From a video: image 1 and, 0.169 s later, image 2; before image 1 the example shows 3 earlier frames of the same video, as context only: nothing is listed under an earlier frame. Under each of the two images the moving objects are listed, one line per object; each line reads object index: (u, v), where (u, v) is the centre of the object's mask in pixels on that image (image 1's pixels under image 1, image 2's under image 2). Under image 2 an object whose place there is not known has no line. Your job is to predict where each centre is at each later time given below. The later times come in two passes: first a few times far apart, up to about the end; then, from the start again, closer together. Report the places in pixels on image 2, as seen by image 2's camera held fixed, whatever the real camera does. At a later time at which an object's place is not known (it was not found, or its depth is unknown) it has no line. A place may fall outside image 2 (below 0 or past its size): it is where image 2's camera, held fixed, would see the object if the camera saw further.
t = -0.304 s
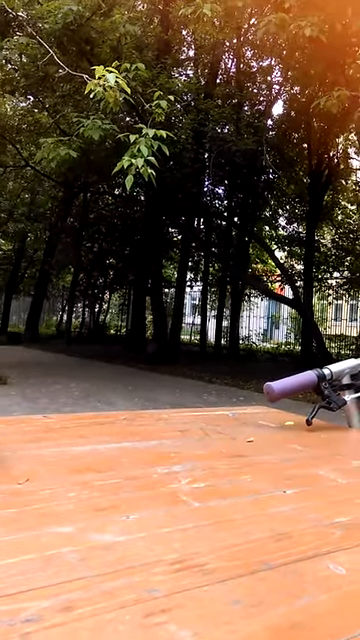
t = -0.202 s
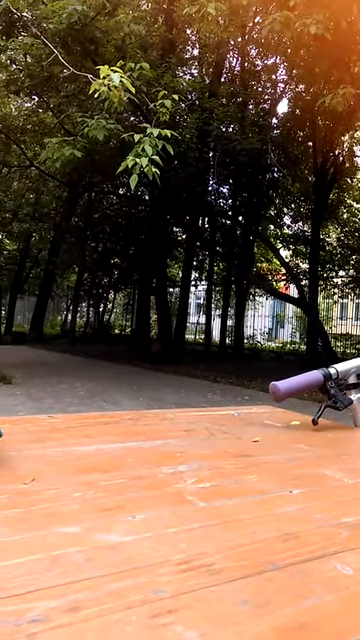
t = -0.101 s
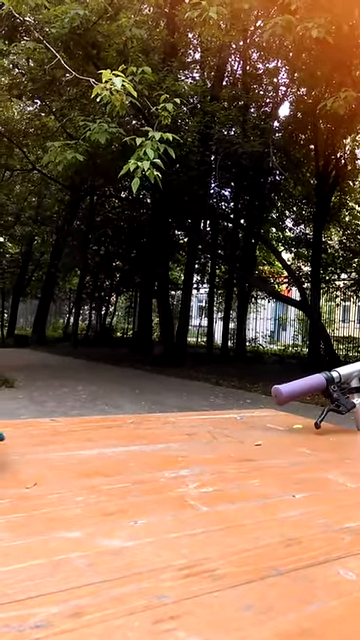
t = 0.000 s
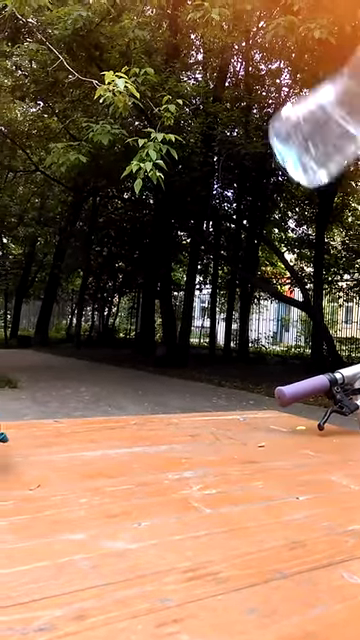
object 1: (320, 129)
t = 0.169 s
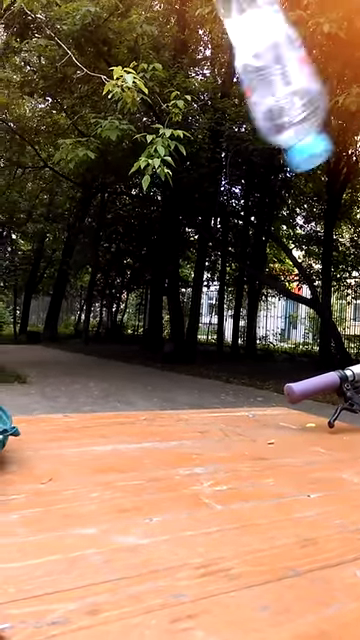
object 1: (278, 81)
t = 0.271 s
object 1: (193, 129)
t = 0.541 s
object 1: (119, 406)
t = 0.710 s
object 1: (104, 403)
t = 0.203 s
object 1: (238, 98)
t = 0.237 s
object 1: (212, 107)
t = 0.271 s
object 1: (193, 129)
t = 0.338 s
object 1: (164, 198)
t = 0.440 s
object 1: (132, 357)
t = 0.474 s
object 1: (120, 413)
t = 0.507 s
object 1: (121, 411)
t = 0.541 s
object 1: (119, 406)
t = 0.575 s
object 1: (113, 404)
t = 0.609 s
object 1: (107, 405)
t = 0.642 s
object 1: (103, 405)
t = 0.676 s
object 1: (103, 404)
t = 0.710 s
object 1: (104, 403)
